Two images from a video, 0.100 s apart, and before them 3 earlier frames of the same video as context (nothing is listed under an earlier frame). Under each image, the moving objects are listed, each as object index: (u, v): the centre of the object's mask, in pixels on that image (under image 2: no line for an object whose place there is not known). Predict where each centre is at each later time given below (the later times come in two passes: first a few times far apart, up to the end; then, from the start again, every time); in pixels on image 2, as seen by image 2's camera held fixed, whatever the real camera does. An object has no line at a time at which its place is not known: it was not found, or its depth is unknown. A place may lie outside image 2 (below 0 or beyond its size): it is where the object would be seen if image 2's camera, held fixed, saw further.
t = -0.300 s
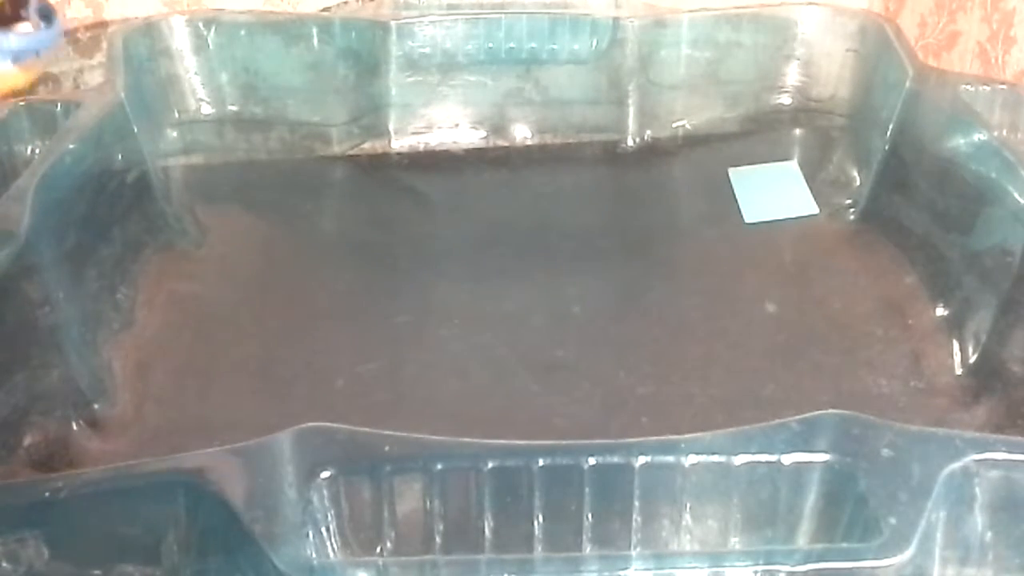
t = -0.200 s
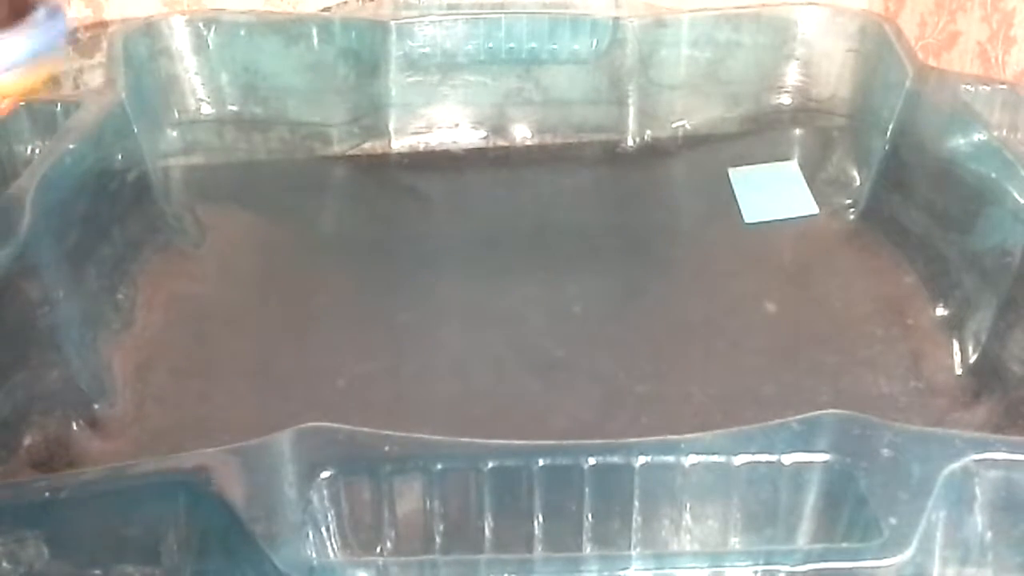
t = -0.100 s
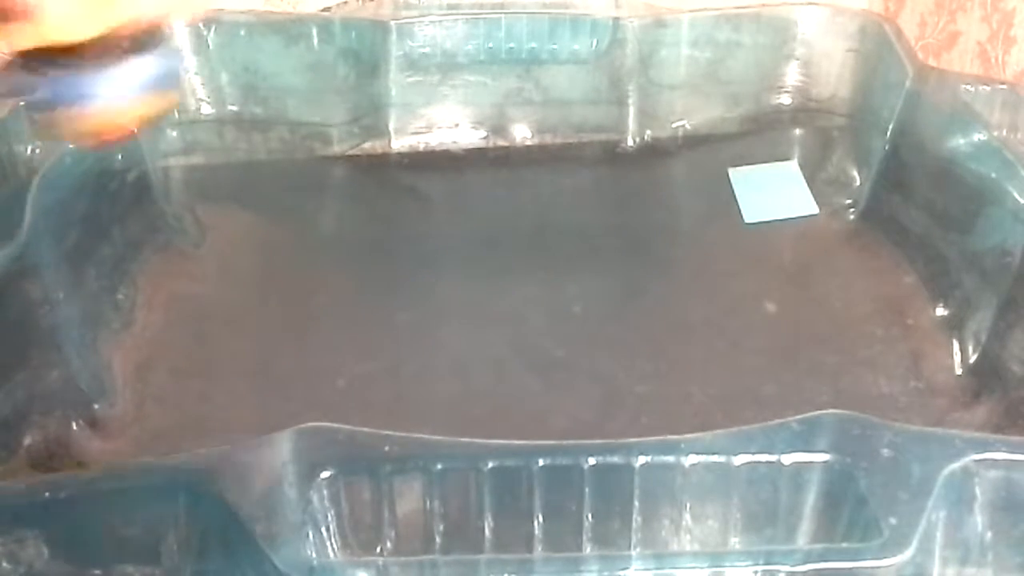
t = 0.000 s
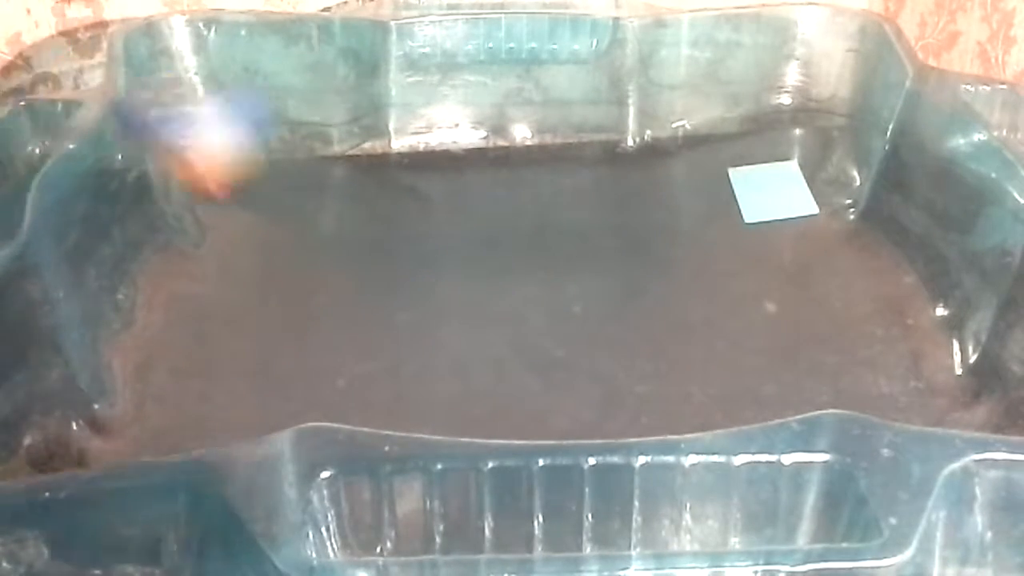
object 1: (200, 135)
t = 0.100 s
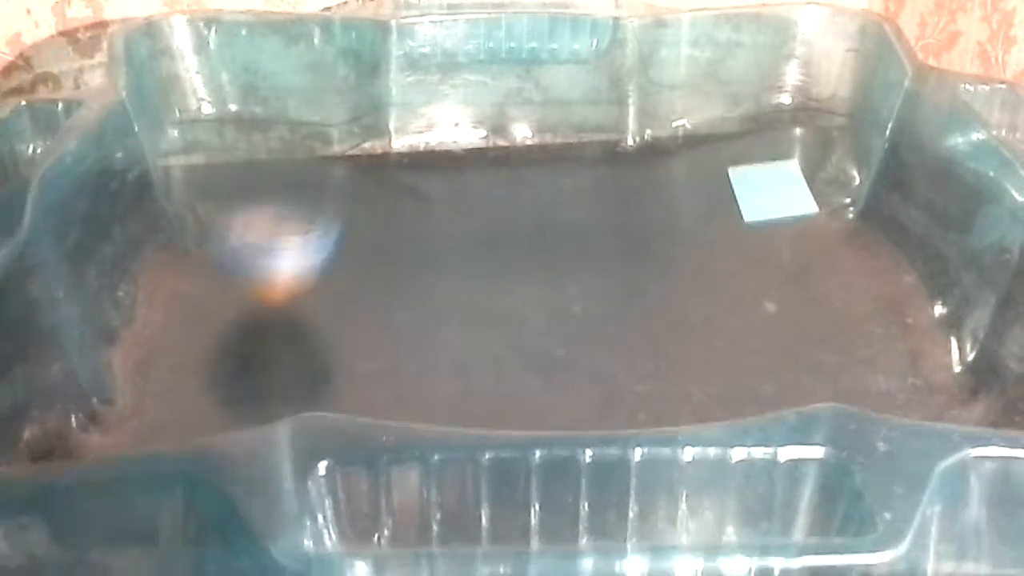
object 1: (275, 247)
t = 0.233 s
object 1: (347, 239)
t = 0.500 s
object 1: (344, 242)
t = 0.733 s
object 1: (302, 245)
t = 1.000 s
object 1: (320, 269)
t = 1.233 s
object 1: (420, 267)
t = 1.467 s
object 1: (506, 238)
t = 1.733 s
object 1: (554, 207)
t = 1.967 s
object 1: (558, 187)
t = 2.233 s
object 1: (526, 180)
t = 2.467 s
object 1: (498, 216)
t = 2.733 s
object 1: (537, 272)
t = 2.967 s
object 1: (601, 309)
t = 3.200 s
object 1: (662, 334)
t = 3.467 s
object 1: (694, 350)
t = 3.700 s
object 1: (687, 351)
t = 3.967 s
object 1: (618, 351)
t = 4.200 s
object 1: (562, 354)
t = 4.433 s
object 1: (507, 348)
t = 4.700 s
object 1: (445, 324)
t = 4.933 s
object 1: (396, 303)
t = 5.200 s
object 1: (450, 378)
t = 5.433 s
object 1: (520, 406)
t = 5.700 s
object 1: (613, 417)
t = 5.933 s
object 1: (681, 409)
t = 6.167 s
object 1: (707, 383)
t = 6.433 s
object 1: (666, 326)
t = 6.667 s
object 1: (608, 271)
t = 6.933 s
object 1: (538, 219)
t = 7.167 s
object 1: (474, 188)
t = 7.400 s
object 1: (414, 179)
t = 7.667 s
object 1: (360, 199)
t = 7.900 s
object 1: (366, 240)
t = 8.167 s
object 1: (422, 289)
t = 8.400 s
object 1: (495, 327)
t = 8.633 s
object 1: (572, 355)
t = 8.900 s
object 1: (643, 374)
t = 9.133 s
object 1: (679, 374)
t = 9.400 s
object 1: (672, 352)
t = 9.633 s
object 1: (624, 325)
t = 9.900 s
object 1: (556, 289)
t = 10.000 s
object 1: (526, 277)
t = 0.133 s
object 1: (292, 217)
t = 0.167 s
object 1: (308, 204)
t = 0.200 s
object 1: (329, 214)
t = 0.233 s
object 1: (347, 239)
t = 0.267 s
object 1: (355, 234)
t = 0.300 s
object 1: (363, 234)
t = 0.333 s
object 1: (368, 239)
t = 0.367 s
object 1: (367, 239)
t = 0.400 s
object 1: (363, 240)
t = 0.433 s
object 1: (357, 241)
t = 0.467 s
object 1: (350, 242)
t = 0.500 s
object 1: (344, 242)
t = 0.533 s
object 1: (336, 242)
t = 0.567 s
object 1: (330, 242)
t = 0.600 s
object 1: (324, 242)
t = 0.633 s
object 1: (318, 242)
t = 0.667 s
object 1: (314, 243)
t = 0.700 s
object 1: (307, 243)
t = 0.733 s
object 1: (302, 245)
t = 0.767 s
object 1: (298, 246)
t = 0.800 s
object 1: (294, 248)
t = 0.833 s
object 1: (291, 251)
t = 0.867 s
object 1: (291, 255)
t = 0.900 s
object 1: (293, 259)
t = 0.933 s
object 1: (299, 263)
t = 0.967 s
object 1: (308, 266)
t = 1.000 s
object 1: (320, 269)
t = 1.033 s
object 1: (333, 272)
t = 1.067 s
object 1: (346, 273)
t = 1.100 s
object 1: (361, 273)
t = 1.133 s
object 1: (376, 272)
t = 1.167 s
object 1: (391, 271)
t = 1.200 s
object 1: (406, 269)
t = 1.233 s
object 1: (420, 267)
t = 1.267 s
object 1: (434, 263)
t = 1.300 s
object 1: (447, 259)
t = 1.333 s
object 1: (459, 255)
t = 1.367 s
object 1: (472, 251)
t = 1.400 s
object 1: (485, 247)
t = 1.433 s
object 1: (496, 242)
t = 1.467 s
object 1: (506, 238)
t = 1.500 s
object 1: (515, 234)
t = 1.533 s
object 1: (522, 230)
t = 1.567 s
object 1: (529, 226)
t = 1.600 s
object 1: (536, 222)
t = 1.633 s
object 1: (542, 218)
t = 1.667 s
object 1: (547, 214)
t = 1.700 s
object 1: (551, 211)
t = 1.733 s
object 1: (554, 207)
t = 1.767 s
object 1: (556, 203)
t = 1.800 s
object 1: (557, 200)
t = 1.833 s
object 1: (558, 197)
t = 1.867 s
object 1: (559, 194)
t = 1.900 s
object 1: (558, 192)
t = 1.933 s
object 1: (558, 189)
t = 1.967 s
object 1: (558, 187)
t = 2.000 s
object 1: (556, 185)
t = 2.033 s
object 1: (555, 183)
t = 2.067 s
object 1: (552, 181)
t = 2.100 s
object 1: (549, 179)
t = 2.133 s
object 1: (544, 179)
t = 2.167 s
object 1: (539, 179)
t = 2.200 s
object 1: (533, 179)
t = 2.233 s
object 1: (526, 180)
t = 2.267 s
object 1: (519, 184)
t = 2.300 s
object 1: (514, 186)
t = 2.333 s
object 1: (508, 191)
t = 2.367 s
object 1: (503, 196)
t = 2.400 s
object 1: (500, 203)
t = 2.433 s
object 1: (498, 209)
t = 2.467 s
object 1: (498, 216)
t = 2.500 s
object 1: (498, 223)
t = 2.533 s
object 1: (500, 230)
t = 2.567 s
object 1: (504, 238)
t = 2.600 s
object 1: (508, 245)
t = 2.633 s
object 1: (514, 252)
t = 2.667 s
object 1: (520, 259)
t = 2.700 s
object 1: (529, 265)
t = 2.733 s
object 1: (537, 272)
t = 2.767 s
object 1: (546, 278)
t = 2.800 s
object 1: (554, 284)
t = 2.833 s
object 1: (564, 290)
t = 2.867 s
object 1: (572, 295)
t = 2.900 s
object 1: (582, 300)
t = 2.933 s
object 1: (591, 305)
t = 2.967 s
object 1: (601, 309)
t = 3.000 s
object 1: (610, 314)
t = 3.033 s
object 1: (620, 318)
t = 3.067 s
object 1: (630, 322)
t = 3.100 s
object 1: (640, 325)
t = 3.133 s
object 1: (649, 329)
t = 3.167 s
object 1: (656, 332)
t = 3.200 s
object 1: (662, 334)
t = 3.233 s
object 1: (668, 337)
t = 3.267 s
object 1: (673, 339)
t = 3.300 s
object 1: (678, 341)
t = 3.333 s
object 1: (682, 343)
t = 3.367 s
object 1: (685, 345)
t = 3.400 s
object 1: (688, 346)
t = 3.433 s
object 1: (692, 348)
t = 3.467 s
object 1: (694, 350)
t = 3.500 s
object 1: (697, 351)
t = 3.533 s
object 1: (698, 352)
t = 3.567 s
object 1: (699, 352)
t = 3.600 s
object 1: (698, 352)
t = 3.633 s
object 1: (696, 352)
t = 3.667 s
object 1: (692, 351)
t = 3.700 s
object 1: (687, 351)
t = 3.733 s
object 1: (681, 350)
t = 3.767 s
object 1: (674, 350)
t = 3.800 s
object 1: (667, 350)
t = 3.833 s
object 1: (658, 350)
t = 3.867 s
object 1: (648, 350)
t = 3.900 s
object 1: (638, 351)
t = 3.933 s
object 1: (628, 351)
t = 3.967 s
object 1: (618, 351)
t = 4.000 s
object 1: (607, 351)
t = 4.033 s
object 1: (596, 351)
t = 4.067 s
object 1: (587, 351)
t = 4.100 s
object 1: (582, 349)
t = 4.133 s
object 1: (576, 353)
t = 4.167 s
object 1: (569, 353)
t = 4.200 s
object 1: (562, 354)
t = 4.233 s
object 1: (556, 354)
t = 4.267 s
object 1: (547, 354)
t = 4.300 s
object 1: (538, 354)
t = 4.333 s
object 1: (530, 353)
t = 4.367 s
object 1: (522, 352)
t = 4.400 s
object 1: (515, 351)
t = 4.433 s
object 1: (507, 348)
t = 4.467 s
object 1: (500, 346)
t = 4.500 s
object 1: (492, 343)
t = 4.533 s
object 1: (485, 339)
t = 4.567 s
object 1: (477, 336)
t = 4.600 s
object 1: (469, 334)
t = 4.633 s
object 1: (461, 331)
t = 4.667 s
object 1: (453, 327)
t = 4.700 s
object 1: (445, 324)
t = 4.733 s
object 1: (437, 321)
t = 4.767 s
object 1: (429, 318)
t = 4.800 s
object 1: (421, 315)
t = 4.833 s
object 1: (414, 311)
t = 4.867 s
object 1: (408, 309)
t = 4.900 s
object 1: (402, 306)
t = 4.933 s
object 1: (396, 303)
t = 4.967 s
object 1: (391, 301)
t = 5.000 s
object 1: (388, 306)
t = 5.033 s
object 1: (400, 323)
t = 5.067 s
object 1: (411, 340)
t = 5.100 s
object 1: (422, 353)
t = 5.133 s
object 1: (430, 364)
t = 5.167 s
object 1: (440, 371)
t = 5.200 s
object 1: (450, 378)
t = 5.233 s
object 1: (460, 383)
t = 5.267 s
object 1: (469, 387)
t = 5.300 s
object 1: (479, 392)
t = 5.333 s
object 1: (489, 397)
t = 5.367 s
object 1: (498, 400)
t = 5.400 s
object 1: (508, 403)
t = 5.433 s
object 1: (520, 406)
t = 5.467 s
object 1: (532, 408)
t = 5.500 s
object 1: (542, 410)
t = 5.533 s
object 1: (554, 412)
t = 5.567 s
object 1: (566, 413)
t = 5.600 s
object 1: (578, 414)
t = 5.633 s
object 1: (590, 416)
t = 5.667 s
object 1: (602, 417)
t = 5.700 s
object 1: (613, 417)
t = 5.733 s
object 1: (626, 417)
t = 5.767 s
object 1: (638, 417)
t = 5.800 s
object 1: (648, 416)
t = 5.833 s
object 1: (657, 415)
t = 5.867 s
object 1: (666, 413)
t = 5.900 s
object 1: (673, 410)
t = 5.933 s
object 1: (681, 409)
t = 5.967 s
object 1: (689, 406)
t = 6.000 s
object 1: (695, 403)
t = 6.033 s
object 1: (700, 400)
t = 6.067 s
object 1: (703, 396)
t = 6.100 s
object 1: (705, 393)
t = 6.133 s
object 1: (706, 388)
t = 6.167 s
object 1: (707, 383)
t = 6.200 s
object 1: (704, 380)
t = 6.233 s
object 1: (702, 375)
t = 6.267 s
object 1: (698, 368)
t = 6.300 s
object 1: (693, 360)
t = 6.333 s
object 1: (687, 351)
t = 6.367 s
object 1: (681, 342)
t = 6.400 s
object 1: (674, 334)
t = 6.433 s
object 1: (666, 326)
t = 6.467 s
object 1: (658, 317)
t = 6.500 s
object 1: (650, 309)
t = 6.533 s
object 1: (642, 301)
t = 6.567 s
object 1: (634, 293)
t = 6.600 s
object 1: (626, 285)
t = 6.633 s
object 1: (617, 278)
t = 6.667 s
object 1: (608, 271)
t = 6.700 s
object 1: (600, 264)
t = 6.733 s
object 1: (591, 257)
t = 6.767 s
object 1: (584, 250)
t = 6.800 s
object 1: (576, 244)
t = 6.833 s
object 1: (567, 237)
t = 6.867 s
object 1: (557, 231)
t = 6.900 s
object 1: (548, 225)
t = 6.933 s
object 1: (538, 219)
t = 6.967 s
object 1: (528, 214)
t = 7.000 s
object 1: (518, 209)
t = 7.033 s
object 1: (509, 204)
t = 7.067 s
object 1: (500, 200)
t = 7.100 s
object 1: (490, 196)
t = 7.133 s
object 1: (482, 191)
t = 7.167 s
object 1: (474, 188)
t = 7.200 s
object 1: (466, 186)
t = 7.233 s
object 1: (458, 183)
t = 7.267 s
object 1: (450, 181)
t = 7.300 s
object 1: (442, 179)
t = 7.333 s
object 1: (433, 178)
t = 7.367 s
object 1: (424, 179)
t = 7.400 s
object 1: (414, 179)
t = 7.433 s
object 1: (405, 180)
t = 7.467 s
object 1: (397, 181)
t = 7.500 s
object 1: (389, 182)
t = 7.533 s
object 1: (382, 185)
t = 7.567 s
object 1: (375, 187)
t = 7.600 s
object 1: (369, 191)
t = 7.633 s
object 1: (364, 195)
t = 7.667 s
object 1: (360, 199)
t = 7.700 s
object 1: (358, 204)
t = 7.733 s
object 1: (357, 210)
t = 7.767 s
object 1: (357, 216)
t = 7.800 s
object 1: (357, 222)
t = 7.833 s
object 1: (359, 228)
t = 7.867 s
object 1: (362, 233)
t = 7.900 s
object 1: (366, 240)
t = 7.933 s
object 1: (370, 246)
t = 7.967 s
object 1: (375, 252)
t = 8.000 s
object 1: (382, 258)
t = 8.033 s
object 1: (388, 265)
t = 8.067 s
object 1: (397, 271)
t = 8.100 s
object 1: (404, 277)
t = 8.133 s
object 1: (413, 283)
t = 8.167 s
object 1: (422, 289)
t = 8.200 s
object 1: (431, 295)
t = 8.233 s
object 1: (440, 301)
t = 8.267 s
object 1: (451, 306)
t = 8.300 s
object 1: (461, 312)
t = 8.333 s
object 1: (472, 317)
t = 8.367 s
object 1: (483, 322)
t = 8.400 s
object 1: (495, 327)
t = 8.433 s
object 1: (507, 331)
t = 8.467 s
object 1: (518, 336)
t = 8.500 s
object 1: (529, 340)
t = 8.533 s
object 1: (540, 344)
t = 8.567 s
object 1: (551, 348)
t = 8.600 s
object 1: (561, 352)
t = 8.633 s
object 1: (572, 355)
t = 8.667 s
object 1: (583, 359)
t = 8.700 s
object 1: (593, 362)
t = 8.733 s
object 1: (603, 365)
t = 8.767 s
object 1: (611, 368)
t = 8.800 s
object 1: (619, 370)
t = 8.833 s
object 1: (628, 371)
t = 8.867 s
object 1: (636, 372)
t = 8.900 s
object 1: (643, 374)
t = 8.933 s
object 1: (650, 374)
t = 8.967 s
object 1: (656, 375)
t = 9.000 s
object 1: (662, 375)
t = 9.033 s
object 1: (667, 375)
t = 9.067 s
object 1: (672, 375)
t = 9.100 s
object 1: (676, 374)
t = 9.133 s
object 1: (679, 374)
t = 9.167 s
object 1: (682, 373)
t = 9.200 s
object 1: (684, 371)
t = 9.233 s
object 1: (685, 369)
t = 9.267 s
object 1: (685, 367)
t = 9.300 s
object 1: (684, 363)
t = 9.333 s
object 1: (680, 360)
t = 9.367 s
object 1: (676, 356)
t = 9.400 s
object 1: (672, 352)
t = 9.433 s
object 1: (666, 349)
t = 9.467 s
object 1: (659, 345)
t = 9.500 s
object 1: (653, 341)
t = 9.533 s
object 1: (646, 338)
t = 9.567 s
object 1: (638, 334)
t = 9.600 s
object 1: (632, 330)
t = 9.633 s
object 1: (624, 325)
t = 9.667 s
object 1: (617, 321)
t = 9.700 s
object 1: (609, 317)
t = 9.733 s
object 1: (601, 313)
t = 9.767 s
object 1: (593, 308)
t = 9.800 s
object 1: (585, 303)
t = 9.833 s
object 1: (576, 299)
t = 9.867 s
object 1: (565, 294)
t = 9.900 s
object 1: (556, 289)
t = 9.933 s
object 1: (546, 285)
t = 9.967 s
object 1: (536, 281)
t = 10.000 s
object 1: (526, 277)
